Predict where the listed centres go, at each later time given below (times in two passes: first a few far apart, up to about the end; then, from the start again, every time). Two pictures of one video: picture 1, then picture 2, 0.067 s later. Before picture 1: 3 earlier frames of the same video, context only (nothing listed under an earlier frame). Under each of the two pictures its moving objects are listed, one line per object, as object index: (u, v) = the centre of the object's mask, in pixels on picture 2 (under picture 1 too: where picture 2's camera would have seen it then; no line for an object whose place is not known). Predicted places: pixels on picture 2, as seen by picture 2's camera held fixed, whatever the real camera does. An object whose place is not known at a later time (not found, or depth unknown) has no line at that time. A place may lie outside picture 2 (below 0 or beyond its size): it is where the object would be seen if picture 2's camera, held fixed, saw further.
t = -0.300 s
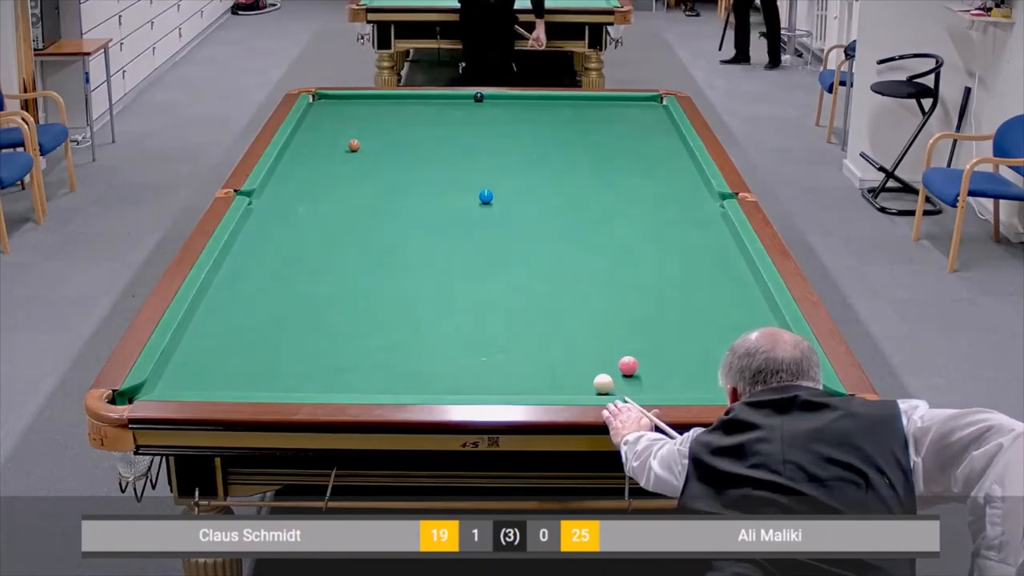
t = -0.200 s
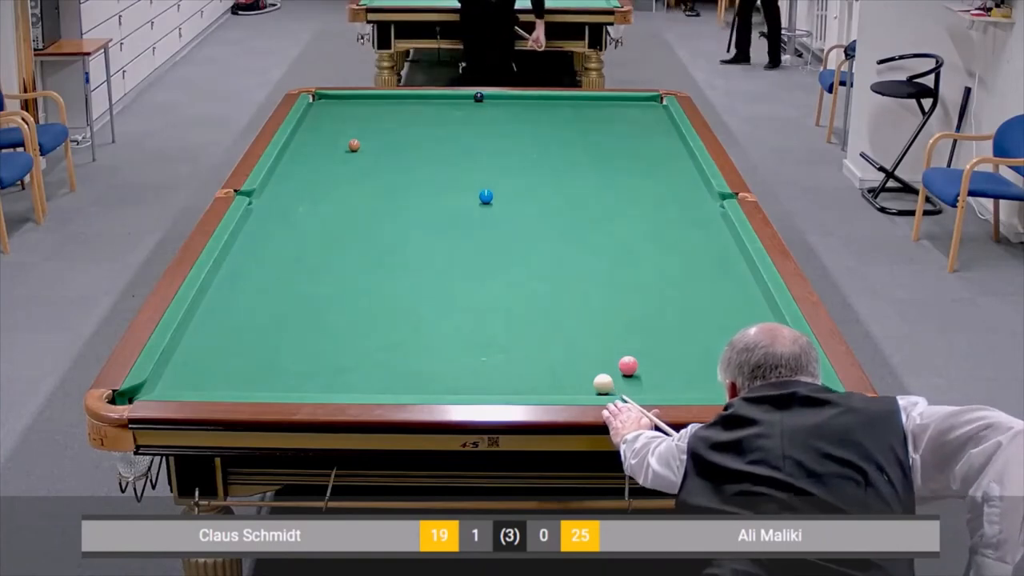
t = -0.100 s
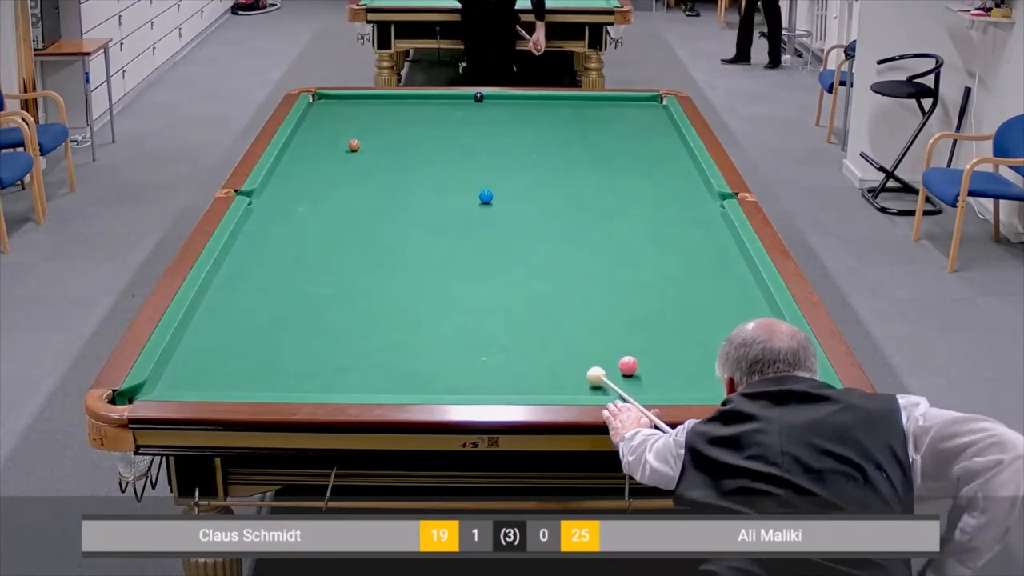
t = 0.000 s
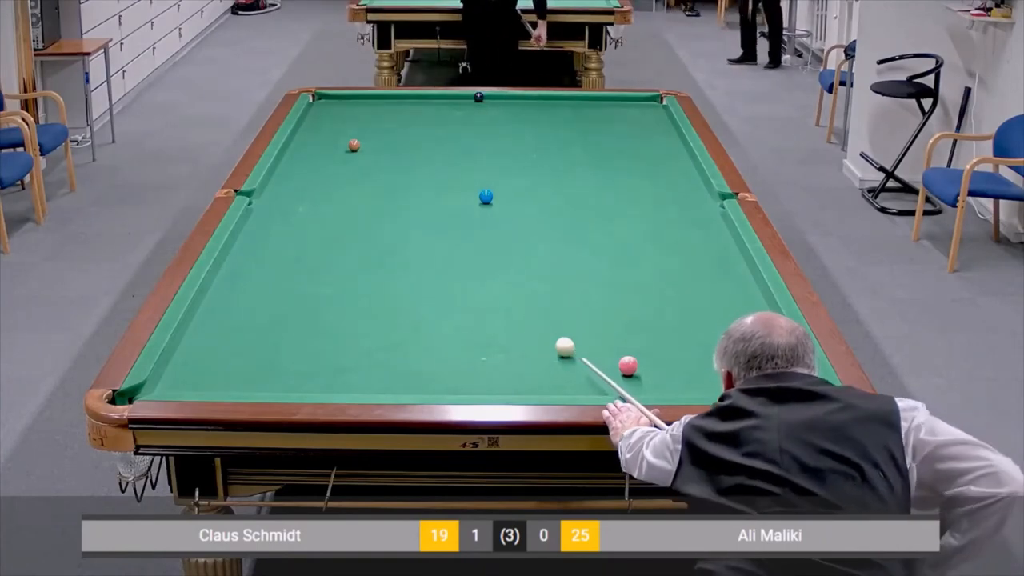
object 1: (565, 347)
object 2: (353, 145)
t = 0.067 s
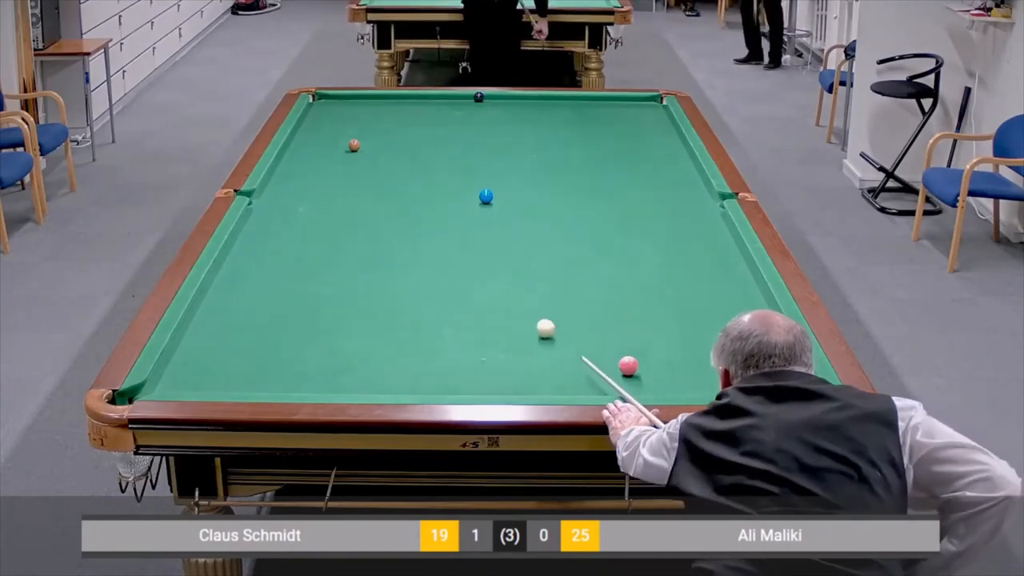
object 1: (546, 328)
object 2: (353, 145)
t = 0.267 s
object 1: (495, 280)
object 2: (353, 145)
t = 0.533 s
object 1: (440, 228)
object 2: (353, 145)
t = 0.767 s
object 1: (402, 191)
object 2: (353, 145)
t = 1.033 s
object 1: (365, 157)
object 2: (353, 145)
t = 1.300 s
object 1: (352, 146)
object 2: (337, 128)
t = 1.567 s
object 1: (343, 139)
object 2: (320, 110)
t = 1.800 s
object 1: (336, 133)
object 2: (319, 99)
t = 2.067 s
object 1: (328, 127)
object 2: (318, 101)
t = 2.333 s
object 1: (321, 122)
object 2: (327, 105)
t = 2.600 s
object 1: (315, 117)
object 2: (336, 110)
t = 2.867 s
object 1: (309, 112)
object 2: (345, 114)
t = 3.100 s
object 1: (311, 109)
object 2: (353, 118)
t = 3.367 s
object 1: (317, 106)
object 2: (361, 121)
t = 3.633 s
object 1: (321, 103)
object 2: (369, 125)
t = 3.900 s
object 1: (325, 100)
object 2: (377, 128)
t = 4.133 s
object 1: (329, 98)
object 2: (383, 131)
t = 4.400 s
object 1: (332, 96)
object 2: (389, 134)
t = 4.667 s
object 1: (333, 97)
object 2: (396, 137)
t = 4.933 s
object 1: (334, 98)
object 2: (401, 139)
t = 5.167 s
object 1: (334, 98)
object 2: (404, 141)
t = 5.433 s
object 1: (334, 99)
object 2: (409, 142)
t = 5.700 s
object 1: (334, 99)
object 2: (412, 144)
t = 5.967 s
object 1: (334, 99)
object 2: (414, 145)
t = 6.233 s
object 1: (334, 99)
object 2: (416, 146)
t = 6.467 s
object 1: (334, 99)
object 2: (417, 146)
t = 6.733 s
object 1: (334, 99)
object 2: (418, 146)
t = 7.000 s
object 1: (334, 99)
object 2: (418, 146)
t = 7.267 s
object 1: (334, 99)
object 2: (418, 146)
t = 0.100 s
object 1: (536, 320)
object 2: (353, 145)
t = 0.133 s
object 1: (527, 311)
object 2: (353, 145)
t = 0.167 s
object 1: (519, 303)
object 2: (353, 145)
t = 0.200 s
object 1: (510, 295)
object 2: (353, 145)
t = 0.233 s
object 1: (503, 288)
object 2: (353, 145)
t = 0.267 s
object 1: (495, 280)
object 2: (353, 145)
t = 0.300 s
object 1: (487, 273)
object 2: (353, 145)
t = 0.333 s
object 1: (479, 266)
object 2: (353, 145)
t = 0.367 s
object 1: (472, 259)
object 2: (353, 145)
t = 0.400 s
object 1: (466, 253)
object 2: (353, 145)
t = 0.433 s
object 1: (459, 246)
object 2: (353, 145)
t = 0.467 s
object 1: (452, 240)
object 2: (353, 145)
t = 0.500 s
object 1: (446, 234)
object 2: (353, 145)
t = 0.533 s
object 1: (440, 228)
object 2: (353, 145)
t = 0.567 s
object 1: (434, 222)
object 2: (353, 145)
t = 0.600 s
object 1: (428, 217)
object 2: (353, 145)
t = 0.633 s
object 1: (423, 211)
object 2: (353, 145)
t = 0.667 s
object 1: (417, 206)
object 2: (353, 145)
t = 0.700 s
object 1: (412, 201)
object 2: (353, 145)
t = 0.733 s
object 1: (406, 196)
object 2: (353, 145)
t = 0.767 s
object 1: (402, 191)
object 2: (353, 145)
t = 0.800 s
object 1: (396, 187)
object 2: (353, 145)
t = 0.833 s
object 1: (392, 182)
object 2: (353, 145)
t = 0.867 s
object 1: (387, 177)
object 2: (353, 145)
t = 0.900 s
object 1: (383, 173)
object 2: (353, 145)
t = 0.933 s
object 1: (378, 169)
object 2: (353, 145)
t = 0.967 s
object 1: (374, 165)
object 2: (353, 145)
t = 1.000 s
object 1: (370, 161)
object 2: (353, 145)
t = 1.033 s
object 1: (365, 157)
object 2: (353, 145)
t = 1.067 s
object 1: (362, 153)
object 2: (353, 145)
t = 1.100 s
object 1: (358, 149)
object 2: (352, 144)
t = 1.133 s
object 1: (356, 148)
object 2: (350, 141)
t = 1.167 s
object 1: (356, 148)
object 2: (348, 139)
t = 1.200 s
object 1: (355, 148)
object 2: (345, 136)
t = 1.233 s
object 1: (354, 147)
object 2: (342, 134)
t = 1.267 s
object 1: (353, 147)
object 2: (340, 130)
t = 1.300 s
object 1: (352, 146)
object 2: (337, 128)
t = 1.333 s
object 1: (351, 145)
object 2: (334, 125)
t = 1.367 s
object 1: (350, 144)
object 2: (332, 123)
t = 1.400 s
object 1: (349, 143)
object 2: (330, 120)
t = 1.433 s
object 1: (348, 143)
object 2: (328, 118)
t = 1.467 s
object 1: (346, 142)
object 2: (326, 116)
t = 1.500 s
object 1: (345, 141)
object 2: (324, 114)
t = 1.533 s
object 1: (344, 140)
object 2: (323, 112)
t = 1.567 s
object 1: (343, 139)
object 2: (320, 110)
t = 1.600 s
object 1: (342, 138)
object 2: (319, 108)
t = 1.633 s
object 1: (341, 137)
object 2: (317, 107)
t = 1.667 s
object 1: (340, 136)
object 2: (316, 105)
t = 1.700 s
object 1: (339, 136)
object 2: (314, 103)
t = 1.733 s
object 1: (338, 135)
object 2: (313, 101)
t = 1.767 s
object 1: (337, 134)
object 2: (316, 100)
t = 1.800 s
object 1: (336, 133)
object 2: (319, 99)
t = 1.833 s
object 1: (335, 132)
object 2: (320, 97)
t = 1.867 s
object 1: (334, 132)
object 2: (320, 97)
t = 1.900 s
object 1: (333, 131)
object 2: (319, 98)
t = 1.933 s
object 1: (332, 130)
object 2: (316, 98)
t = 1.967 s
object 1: (331, 129)
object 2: (314, 99)
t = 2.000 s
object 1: (330, 129)
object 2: (316, 100)
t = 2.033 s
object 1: (329, 128)
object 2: (317, 100)
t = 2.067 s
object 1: (328, 127)
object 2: (318, 101)
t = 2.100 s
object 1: (327, 126)
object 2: (319, 101)
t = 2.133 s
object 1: (326, 126)
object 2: (320, 102)
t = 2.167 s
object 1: (325, 125)
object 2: (322, 103)
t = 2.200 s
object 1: (324, 124)
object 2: (323, 103)
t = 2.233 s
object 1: (323, 124)
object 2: (324, 104)
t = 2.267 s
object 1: (323, 123)
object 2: (325, 105)
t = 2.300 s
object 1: (322, 122)
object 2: (326, 105)
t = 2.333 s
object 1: (321, 122)
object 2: (327, 105)
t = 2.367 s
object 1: (320, 121)
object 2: (328, 106)
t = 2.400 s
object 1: (319, 121)
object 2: (329, 107)
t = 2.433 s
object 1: (319, 120)
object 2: (331, 107)
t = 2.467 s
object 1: (318, 119)
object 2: (332, 108)
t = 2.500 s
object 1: (317, 119)
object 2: (333, 108)
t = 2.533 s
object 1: (316, 118)
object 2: (334, 109)
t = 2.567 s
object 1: (316, 117)
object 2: (335, 109)
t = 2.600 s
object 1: (315, 117)
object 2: (336, 110)
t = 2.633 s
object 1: (314, 116)
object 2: (337, 110)
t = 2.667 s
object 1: (313, 116)
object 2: (338, 111)
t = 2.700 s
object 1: (313, 115)
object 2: (340, 112)
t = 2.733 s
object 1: (312, 115)
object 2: (341, 112)
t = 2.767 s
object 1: (312, 114)
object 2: (342, 112)
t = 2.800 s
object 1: (311, 113)
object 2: (343, 113)
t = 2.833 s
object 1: (310, 113)
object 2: (344, 113)
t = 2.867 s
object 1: (309, 112)
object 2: (345, 114)
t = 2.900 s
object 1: (309, 112)
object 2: (346, 114)
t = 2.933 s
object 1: (308, 111)
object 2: (347, 115)
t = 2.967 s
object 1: (308, 111)
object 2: (348, 115)
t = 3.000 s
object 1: (309, 110)
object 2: (350, 116)
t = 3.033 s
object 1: (309, 110)
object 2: (350, 116)
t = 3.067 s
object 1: (310, 109)
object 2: (352, 117)
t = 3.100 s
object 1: (311, 109)
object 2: (353, 118)
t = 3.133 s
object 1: (312, 108)
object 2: (354, 118)
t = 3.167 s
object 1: (312, 108)
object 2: (354, 119)
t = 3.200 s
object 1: (313, 107)
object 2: (356, 119)
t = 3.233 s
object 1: (314, 107)
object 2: (357, 120)
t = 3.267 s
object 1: (314, 107)
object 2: (358, 120)
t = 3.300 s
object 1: (315, 107)
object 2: (359, 120)
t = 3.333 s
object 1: (316, 106)
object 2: (360, 121)
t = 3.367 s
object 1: (317, 106)
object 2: (361, 121)
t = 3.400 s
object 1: (317, 105)
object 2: (362, 122)
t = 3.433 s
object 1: (318, 105)
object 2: (363, 122)
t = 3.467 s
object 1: (318, 104)
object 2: (364, 123)
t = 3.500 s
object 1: (319, 104)
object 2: (365, 123)
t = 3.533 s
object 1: (320, 104)
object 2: (366, 124)
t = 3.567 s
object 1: (320, 103)
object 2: (367, 124)
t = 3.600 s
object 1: (320, 103)
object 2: (368, 125)
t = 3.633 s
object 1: (321, 103)
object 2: (369, 125)
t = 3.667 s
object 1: (322, 102)
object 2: (370, 125)
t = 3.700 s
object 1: (322, 102)
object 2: (371, 126)
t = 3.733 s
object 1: (323, 102)
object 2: (372, 126)
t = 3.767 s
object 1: (323, 101)
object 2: (373, 127)
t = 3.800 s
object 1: (324, 101)
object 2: (374, 127)
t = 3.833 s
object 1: (325, 101)
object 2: (375, 127)
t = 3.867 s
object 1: (325, 100)
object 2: (376, 128)
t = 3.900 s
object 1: (325, 100)
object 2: (377, 128)
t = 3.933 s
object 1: (326, 100)
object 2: (377, 129)
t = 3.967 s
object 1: (326, 99)
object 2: (378, 129)
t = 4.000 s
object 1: (327, 99)
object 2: (379, 129)
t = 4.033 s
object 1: (327, 99)
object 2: (380, 130)
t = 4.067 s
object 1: (328, 98)
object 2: (381, 130)
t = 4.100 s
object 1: (328, 98)
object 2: (382, 131)
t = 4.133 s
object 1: (329, 98)
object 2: (383, 131)
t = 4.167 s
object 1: (329, 98)
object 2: (384, 131)
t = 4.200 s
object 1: (330, 97)
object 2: (384, 132)
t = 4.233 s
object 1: (330, 97)
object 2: (385, 132)
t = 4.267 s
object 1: (331, 97)
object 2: (386, 133)
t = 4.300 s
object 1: (331, 97)
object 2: (386, 133)
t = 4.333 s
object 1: (331, 96)
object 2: (388, 133)
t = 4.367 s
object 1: (332, 96)
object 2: (389, 134)
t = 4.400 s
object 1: (332, 96)
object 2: (389, 134)
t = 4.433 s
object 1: (332, 96)
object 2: (390, 135)
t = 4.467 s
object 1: (332, 96)
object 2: (391, 135)
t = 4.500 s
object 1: (332, 96)
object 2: (392, 135)
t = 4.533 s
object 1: (332, 97)
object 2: (393, 135)
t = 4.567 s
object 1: (333, 97)
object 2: (393, 136)
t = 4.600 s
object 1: (333, 97)
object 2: (394, 136)
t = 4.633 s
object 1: (333, 97)
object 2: (395, 136)
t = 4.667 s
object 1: (333, 97)
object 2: (396, 137)
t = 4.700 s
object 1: (333, 97)
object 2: (396, 137)
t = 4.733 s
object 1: (333, 97)
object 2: (397, 137)
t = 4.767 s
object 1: (333, 97)
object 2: (398, 137)
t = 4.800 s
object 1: (333, 98)
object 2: (398, 138)
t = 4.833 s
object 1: (333, 98)
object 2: (399, 138)
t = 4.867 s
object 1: (333, 98)
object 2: (400, 138)
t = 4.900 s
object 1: (333, 98)
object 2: (400, 139)
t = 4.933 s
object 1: (334, 98)
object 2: (401, 139)
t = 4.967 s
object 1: (334, 98)
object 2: (401, 139)
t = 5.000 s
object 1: (334, 98)
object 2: (402, 139)
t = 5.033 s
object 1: (334, 98)
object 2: (403, 140)
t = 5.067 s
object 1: (334, 98)
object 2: (403, 140)
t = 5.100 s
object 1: (334, 98)
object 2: (404, 140)
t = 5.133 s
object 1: (334, 98)
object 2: (404, 141)
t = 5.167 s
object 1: (334, 98)
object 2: (404, 141)
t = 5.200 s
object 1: (334, 98)
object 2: (405, 141)
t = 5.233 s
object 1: (334, 99)
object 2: (406, 141)
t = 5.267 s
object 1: (334, 99)
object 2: (406, 142)
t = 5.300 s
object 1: (334, 99)
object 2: (407, 142)
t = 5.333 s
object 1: (334, 99)
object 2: (407, 142)
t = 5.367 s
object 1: (334, 99)
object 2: (408, 142)
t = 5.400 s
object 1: (334, 99)
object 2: (408, 142)
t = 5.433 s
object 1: (334, 99)
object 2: (409, 142)
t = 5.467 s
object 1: (334, 99)
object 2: (409, 142)
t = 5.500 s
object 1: (334, 99)
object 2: (410, 143)
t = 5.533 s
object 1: (334, 99)
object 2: (410, 143)
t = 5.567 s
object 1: (334, 99)
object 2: (411, 143)
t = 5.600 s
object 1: (334, 99)
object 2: (411, 144)
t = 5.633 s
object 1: (334, 99)
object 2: (411, 144)
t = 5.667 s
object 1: (334, 99)
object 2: (411, 144)
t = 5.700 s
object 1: (334, 99)
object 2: (412, 144)
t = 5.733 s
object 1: (334, 99)
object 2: (412, 144)
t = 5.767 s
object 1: (334, 99)
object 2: (413, 144)
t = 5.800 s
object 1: (334, 99)
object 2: (413, 144)
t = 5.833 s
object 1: (334, 99)
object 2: (413, 145)
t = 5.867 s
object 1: (334, 99)
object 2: (413, 145)
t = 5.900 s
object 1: (334, 99)
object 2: (414, 145)
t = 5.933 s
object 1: (334, 99)
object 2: (414, 145)
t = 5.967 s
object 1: (334, 99)
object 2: (414, 145)
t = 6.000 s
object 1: (334, 99)
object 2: (415, 145)
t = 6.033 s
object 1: (334, 99)
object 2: (415, 145)
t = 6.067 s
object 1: (334, 99)
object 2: (415, 145)
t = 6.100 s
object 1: (334, 99)
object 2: (416, 146)
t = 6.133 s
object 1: (334, 99)
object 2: (416, 146)
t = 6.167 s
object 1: (334, 99)
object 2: (416, 146)
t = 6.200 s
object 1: (334, 99)
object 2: (416, 146)
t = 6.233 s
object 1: (334, 99)
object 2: (416, 146)
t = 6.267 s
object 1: (334, 99)
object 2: (417, 146)
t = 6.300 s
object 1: (334, 99)
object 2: (416, 146)
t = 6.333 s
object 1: (334, 99)
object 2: (417, 146)
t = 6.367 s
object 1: (334, 99)
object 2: (417, 146)
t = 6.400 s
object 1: (334, 99)
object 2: (417, 146)
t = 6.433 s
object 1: (334, 99)
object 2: (417, 146)
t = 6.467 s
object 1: (334, 99)
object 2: (417, 146)
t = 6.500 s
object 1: (334, 99)
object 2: (417, 146)
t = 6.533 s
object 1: (334, 99)
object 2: (417, 146)
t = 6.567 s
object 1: (334, 99)
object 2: (417, 146)
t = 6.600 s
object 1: (334, 99)
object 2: (417, 146)
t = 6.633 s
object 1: (334, 99)
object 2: (418, 146)
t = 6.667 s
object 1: (334, 99)
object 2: (418, 146)
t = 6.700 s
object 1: (334, 99)
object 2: (418, 146)
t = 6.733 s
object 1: (334, 99)
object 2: (418, 146)
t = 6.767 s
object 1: (335, 99)
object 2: (418, 146)
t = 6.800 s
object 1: (335, 99)
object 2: (418, 146)
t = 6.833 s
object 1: (335, 99)
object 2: (418, 146)
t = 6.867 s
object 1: (335, 99)
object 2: (418, 146)
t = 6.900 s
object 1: (335, 99)
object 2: (418, 146)
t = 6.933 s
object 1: (334, 99)
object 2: (418, 146)
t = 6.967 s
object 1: (334, 99)
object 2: (418, 146)
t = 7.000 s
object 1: (334, 99)
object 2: (418, 146)
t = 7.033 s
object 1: (334, 99)
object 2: (418, 146)
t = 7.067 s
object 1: (334, 99)
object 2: (418, 146)
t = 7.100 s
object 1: (334, 99)
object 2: (418, 146)
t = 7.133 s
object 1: (334, 99)
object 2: (418, 146)
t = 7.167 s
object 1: (334, 99)
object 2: (418, 146)
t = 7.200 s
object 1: (334, 99)
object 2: (418, 146)
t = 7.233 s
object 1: (334, 99)
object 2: (418, 146)
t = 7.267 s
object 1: (334, 99)
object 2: (418, 146)
